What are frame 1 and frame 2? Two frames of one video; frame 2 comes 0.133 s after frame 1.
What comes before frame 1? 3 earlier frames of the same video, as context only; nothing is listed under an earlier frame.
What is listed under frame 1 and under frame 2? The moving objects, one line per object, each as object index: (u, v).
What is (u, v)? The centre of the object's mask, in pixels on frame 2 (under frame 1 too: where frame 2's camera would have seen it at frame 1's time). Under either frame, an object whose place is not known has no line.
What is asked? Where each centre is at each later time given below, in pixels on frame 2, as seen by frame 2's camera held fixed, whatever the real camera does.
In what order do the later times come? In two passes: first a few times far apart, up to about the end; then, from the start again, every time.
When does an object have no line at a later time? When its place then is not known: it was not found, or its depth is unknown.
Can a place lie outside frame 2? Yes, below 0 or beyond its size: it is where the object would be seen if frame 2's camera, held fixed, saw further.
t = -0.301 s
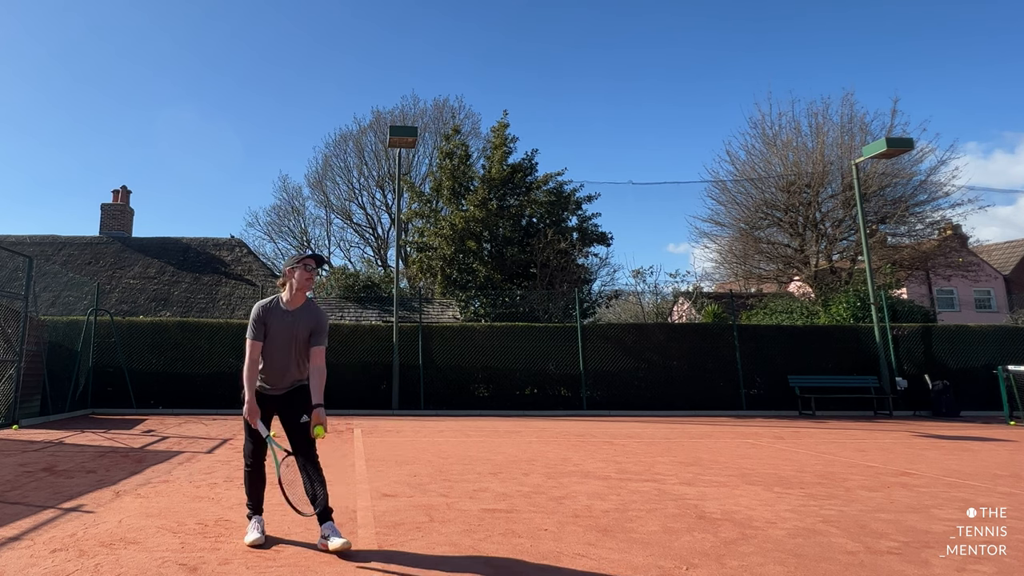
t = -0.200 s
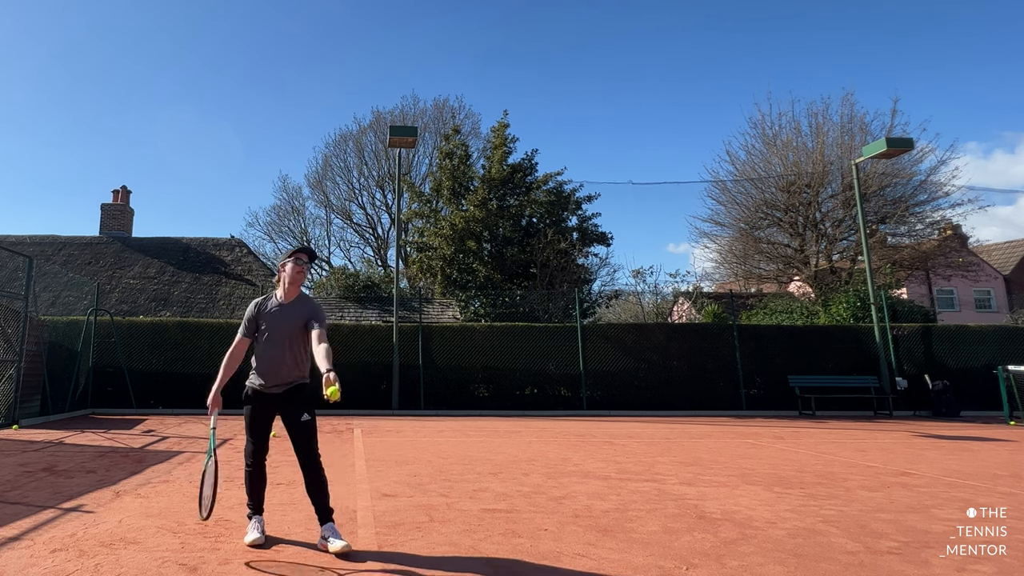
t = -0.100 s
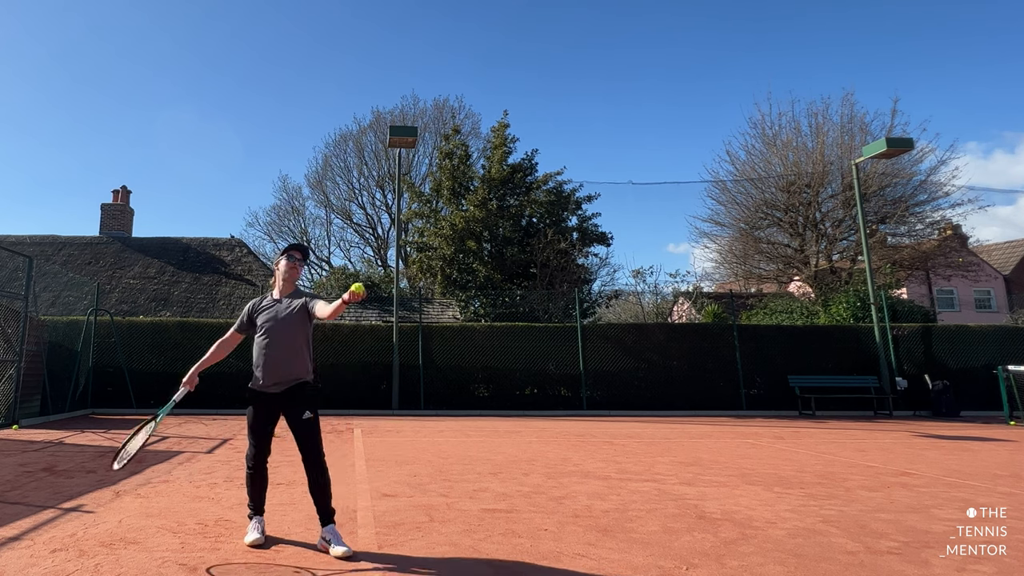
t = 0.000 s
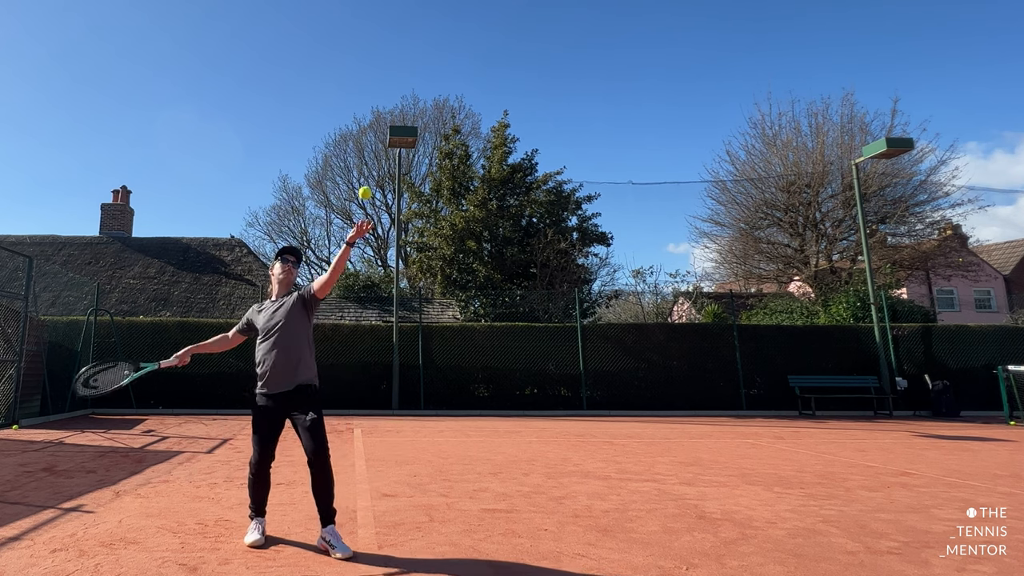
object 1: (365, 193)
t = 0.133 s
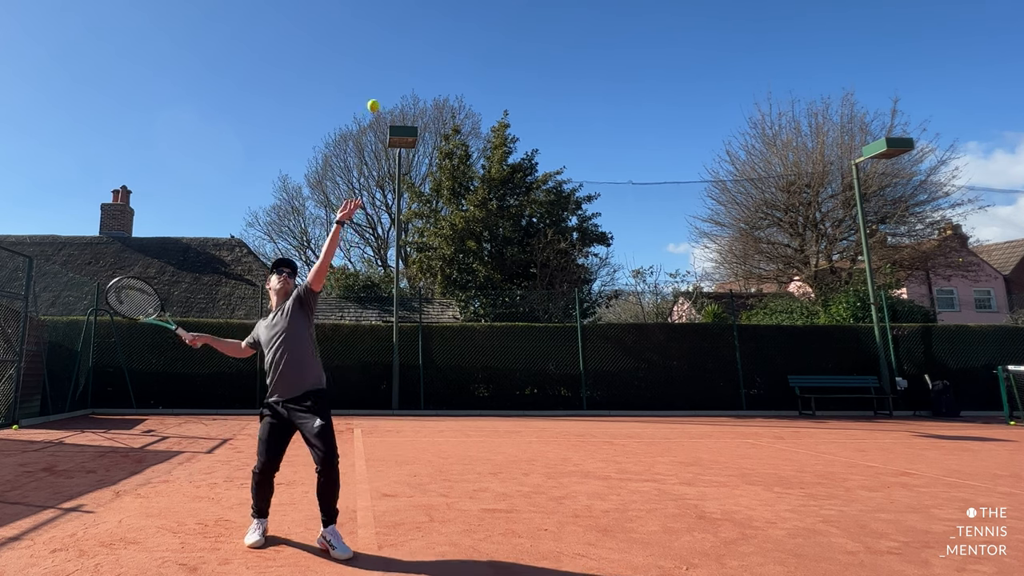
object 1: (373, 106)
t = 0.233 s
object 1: (378, 65)
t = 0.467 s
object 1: (390, 38)
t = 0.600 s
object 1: (396, 58)
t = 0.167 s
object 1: (375, 90)
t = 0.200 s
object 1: (377, 76)
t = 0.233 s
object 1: (378, 65)
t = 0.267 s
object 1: (380, 56)
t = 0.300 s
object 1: (382, 48)
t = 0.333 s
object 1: (383, 43)
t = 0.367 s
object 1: (385, 39)
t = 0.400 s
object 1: (387, 37)
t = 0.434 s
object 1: (388, 36)
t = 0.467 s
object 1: (390, 38)
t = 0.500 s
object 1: (391, 40)
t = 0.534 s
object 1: (393, 45)
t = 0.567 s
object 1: (394, 51)
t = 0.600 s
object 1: (396, 58)
